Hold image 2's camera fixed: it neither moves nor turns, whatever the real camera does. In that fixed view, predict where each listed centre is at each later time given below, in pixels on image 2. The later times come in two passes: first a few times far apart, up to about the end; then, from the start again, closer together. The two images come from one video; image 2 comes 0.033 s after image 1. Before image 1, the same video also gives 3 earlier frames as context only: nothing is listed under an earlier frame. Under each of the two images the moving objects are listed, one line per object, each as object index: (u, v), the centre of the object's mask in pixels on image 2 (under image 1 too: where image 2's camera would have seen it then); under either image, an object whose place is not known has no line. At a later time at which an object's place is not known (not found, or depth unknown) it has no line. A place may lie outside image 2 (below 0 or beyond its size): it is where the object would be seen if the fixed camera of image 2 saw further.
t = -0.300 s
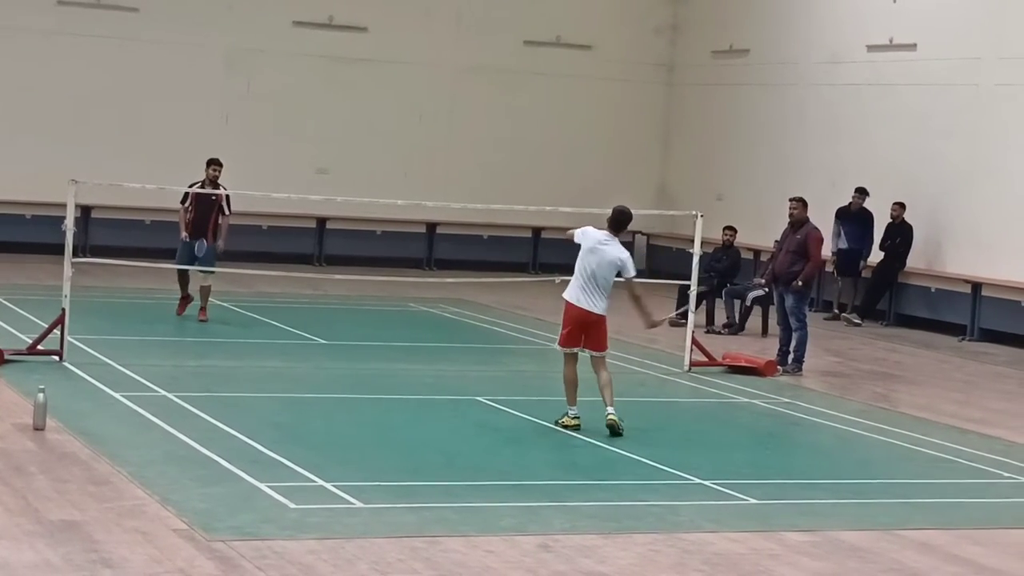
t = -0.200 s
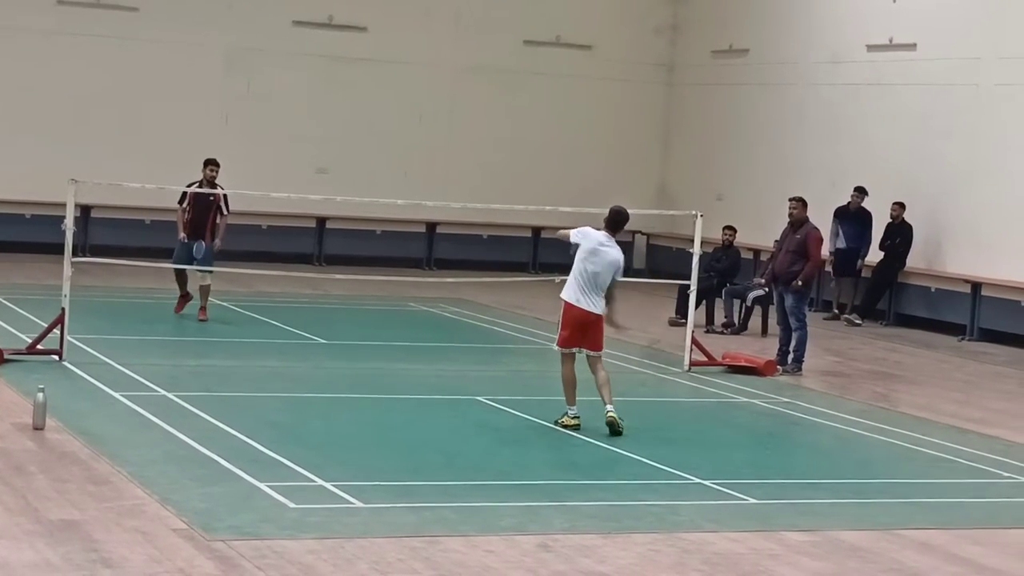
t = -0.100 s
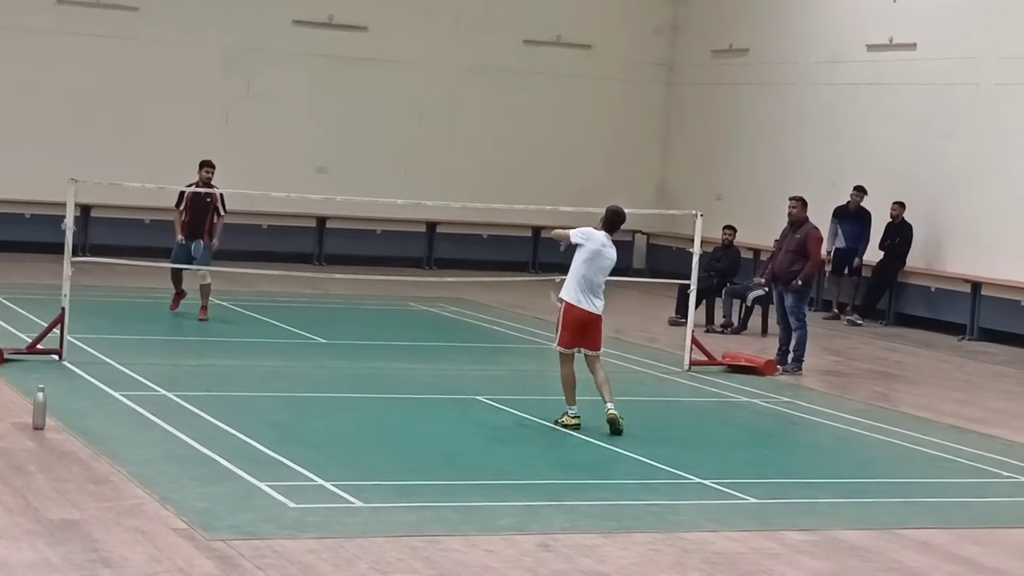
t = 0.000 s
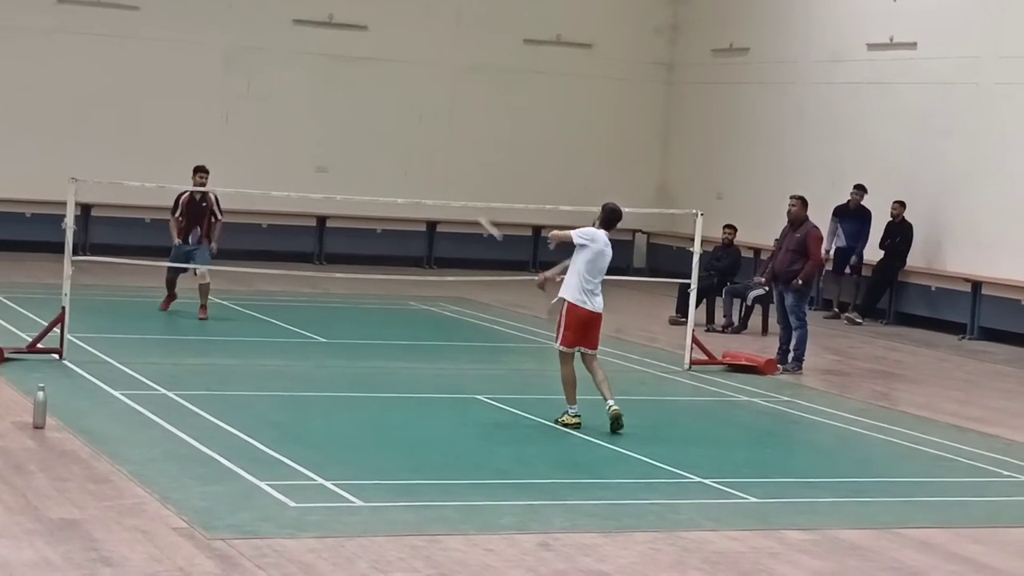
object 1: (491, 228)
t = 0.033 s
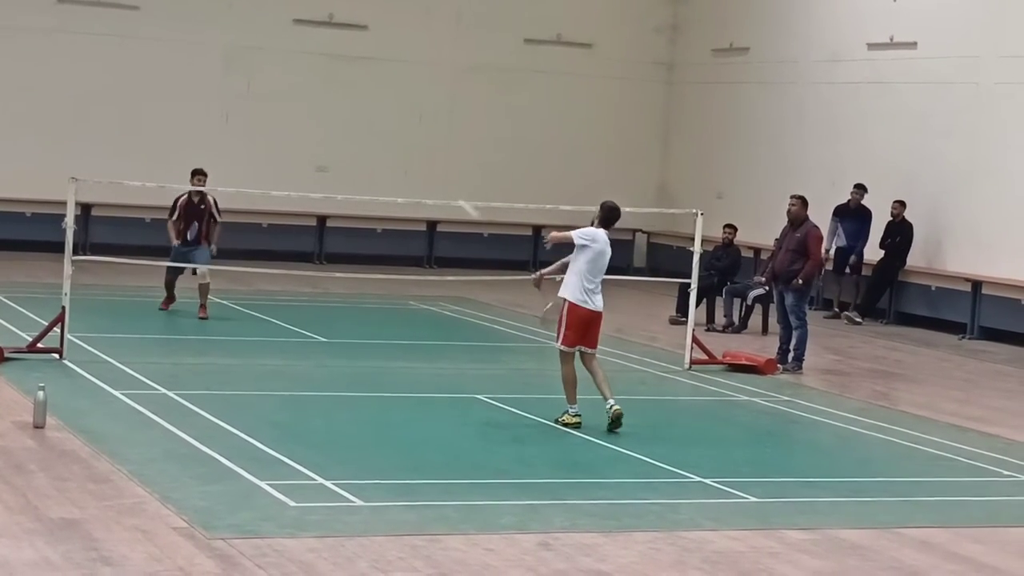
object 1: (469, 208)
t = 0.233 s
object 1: (371, 144)
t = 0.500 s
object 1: (279, 141)
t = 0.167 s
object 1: (399, 157)
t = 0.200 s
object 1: (385, 150)
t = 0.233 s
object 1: (371, 144)
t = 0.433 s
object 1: (299, 134)
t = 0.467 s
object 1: (289, 137)
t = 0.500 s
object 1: (279, 141)
